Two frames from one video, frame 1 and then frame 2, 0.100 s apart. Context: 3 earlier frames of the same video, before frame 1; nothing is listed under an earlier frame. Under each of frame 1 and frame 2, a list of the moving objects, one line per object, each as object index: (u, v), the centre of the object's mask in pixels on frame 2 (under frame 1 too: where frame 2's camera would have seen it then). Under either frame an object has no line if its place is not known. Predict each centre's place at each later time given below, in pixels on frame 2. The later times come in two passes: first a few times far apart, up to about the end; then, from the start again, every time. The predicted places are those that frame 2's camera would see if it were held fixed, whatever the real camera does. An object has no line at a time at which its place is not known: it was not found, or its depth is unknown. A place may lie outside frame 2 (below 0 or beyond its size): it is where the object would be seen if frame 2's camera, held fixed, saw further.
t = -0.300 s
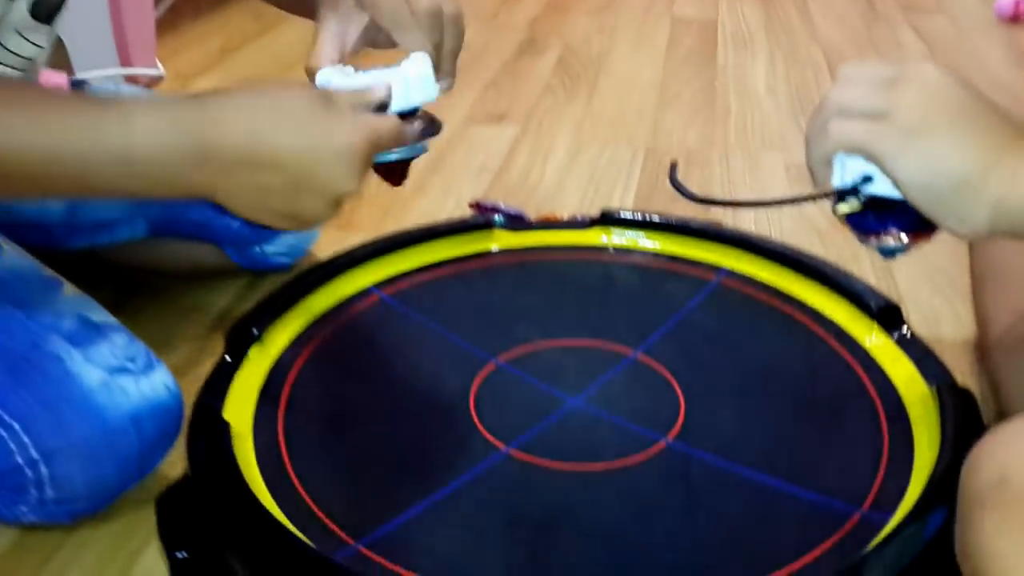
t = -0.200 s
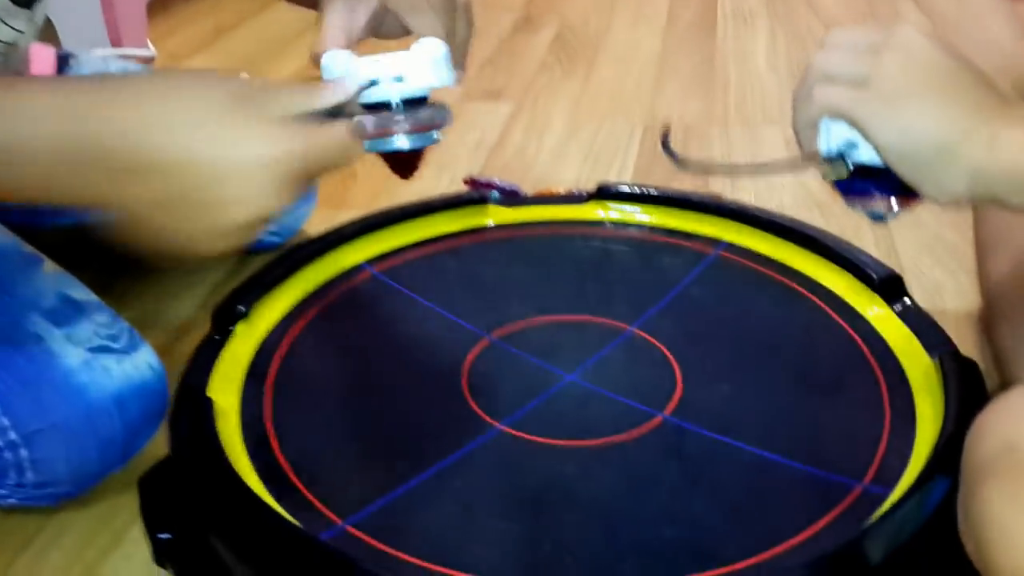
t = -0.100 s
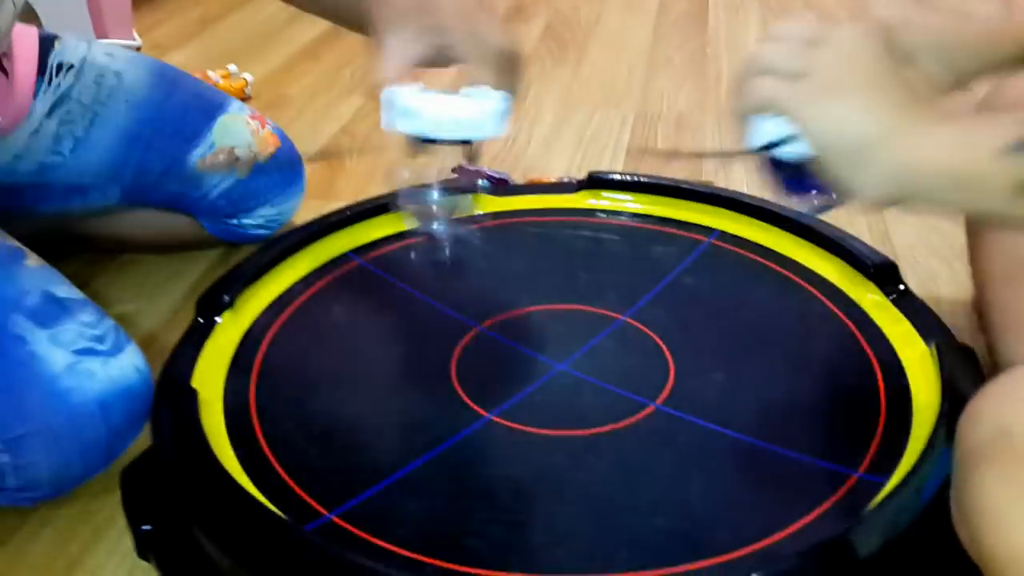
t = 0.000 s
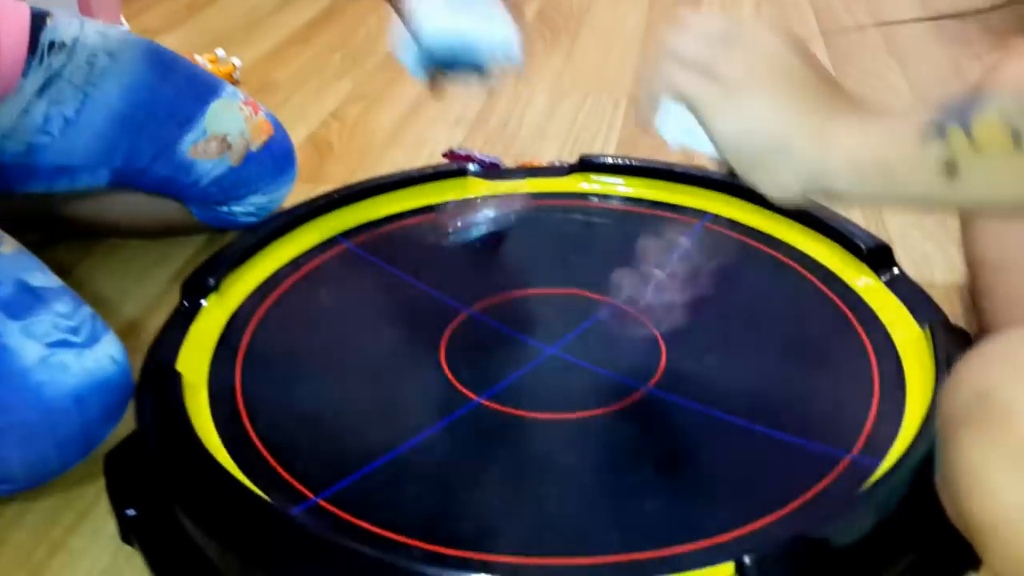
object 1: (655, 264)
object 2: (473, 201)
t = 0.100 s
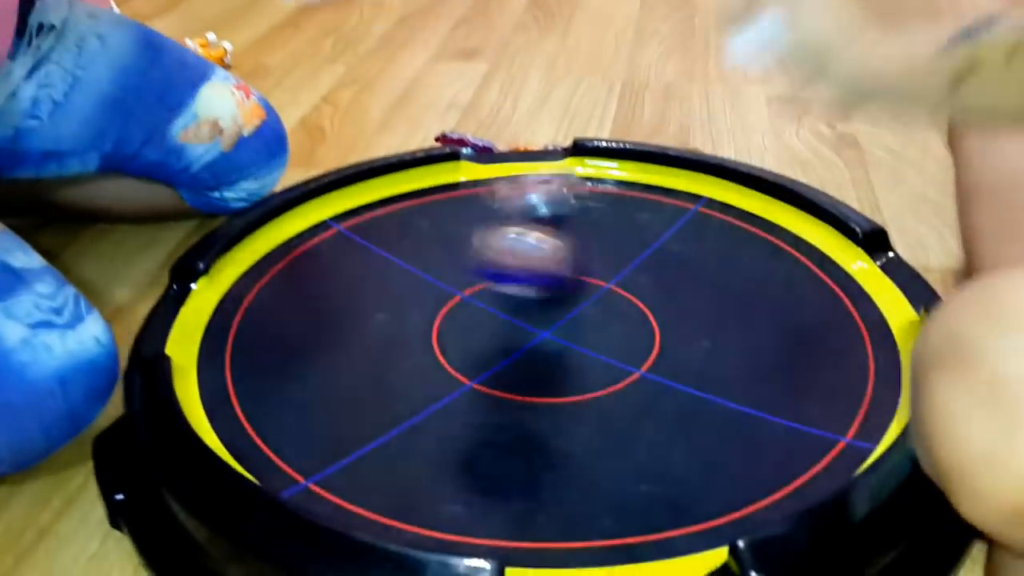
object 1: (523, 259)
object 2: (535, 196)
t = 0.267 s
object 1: (373, 287)
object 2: (632, 201)
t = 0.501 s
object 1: (275, 293)
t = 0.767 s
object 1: (327, 319)
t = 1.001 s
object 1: (475, 292)
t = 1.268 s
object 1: (554, 230)
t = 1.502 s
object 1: (544, 184)
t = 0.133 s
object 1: (480, 259)
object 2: (560, 222)
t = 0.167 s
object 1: (439, 281)
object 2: (576, 214)
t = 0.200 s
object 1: (409, 295)
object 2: (596, 206)
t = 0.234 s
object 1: (391, 290)
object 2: (615, 211)
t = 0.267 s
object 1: (373, 287)
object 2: (632, 201)
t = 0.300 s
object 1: (354, 286)
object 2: (650, 201)
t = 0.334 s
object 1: (335, 284)
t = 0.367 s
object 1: (319, 284)
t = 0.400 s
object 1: (304, 284)
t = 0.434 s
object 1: (294, 285)
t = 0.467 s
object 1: (285, 289)
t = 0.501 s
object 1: (275, 293)
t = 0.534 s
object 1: (269, 296)
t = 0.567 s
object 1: (266, 301)
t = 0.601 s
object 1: (266, 305)
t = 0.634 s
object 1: (271, 310)
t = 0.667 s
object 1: (279, 314)
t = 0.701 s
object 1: (290, 317)
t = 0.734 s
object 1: (306, 319)
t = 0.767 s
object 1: (327, 319)
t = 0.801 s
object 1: (346, 320)
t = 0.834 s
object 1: (369, 318)
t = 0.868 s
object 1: (392, 315)
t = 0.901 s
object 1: (414, 311)
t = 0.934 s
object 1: (435, 305)
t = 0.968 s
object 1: (457, 299)
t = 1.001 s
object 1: (475, 292)
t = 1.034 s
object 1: (492, 286)
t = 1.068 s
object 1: (507, 279)
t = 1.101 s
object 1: (519, 272)
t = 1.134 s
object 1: (531, 263)
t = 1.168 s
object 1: (540, 255)
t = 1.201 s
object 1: (547, 247)
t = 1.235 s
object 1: (550, 238)
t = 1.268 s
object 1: (554, 230)
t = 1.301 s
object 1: (557, 222)
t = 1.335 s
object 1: (560, 213)
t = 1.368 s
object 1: (561, 206)
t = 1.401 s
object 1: (558, 200)
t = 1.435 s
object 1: (554, 194)
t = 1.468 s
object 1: (550, 189)
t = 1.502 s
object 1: (544, 184)
